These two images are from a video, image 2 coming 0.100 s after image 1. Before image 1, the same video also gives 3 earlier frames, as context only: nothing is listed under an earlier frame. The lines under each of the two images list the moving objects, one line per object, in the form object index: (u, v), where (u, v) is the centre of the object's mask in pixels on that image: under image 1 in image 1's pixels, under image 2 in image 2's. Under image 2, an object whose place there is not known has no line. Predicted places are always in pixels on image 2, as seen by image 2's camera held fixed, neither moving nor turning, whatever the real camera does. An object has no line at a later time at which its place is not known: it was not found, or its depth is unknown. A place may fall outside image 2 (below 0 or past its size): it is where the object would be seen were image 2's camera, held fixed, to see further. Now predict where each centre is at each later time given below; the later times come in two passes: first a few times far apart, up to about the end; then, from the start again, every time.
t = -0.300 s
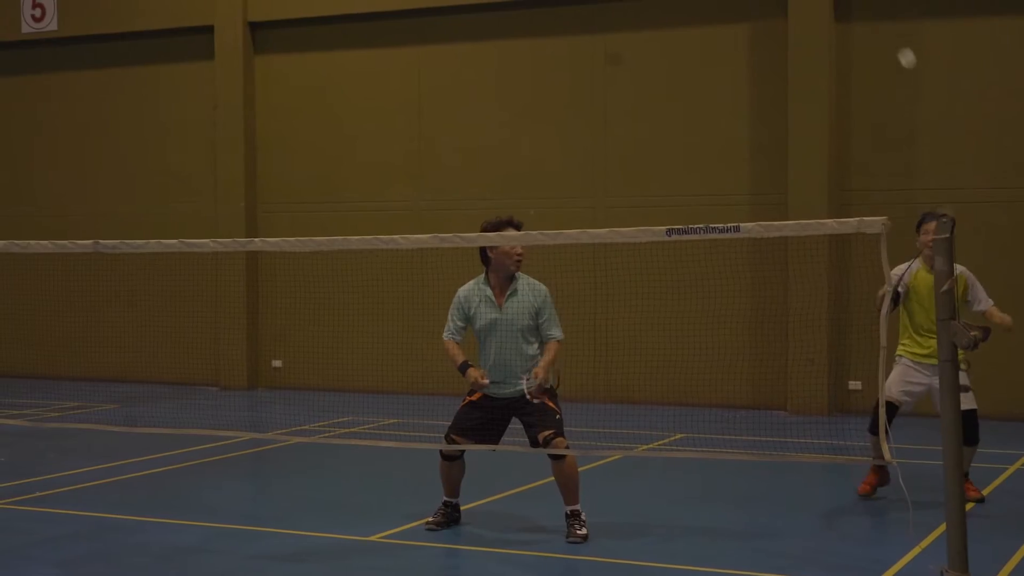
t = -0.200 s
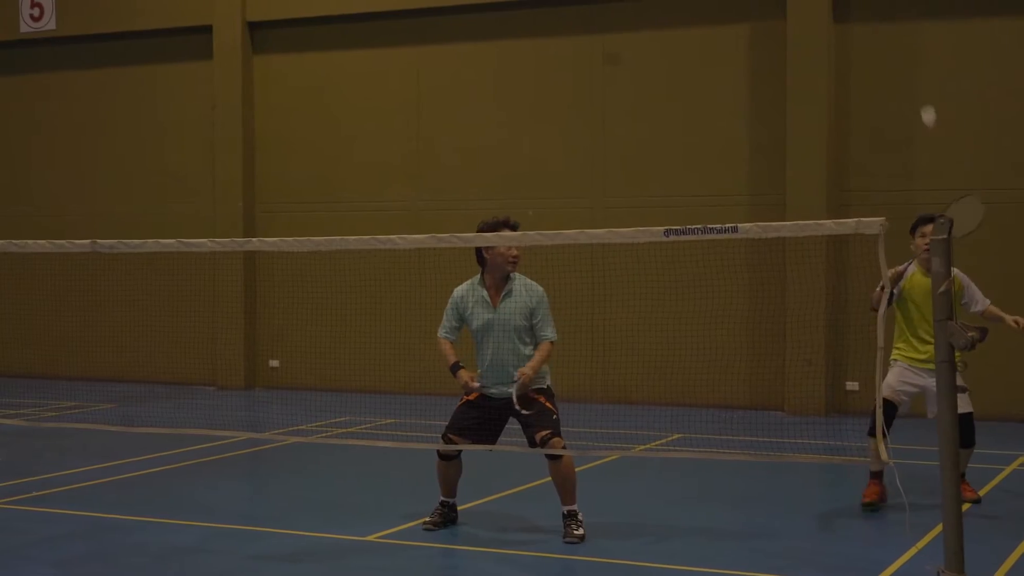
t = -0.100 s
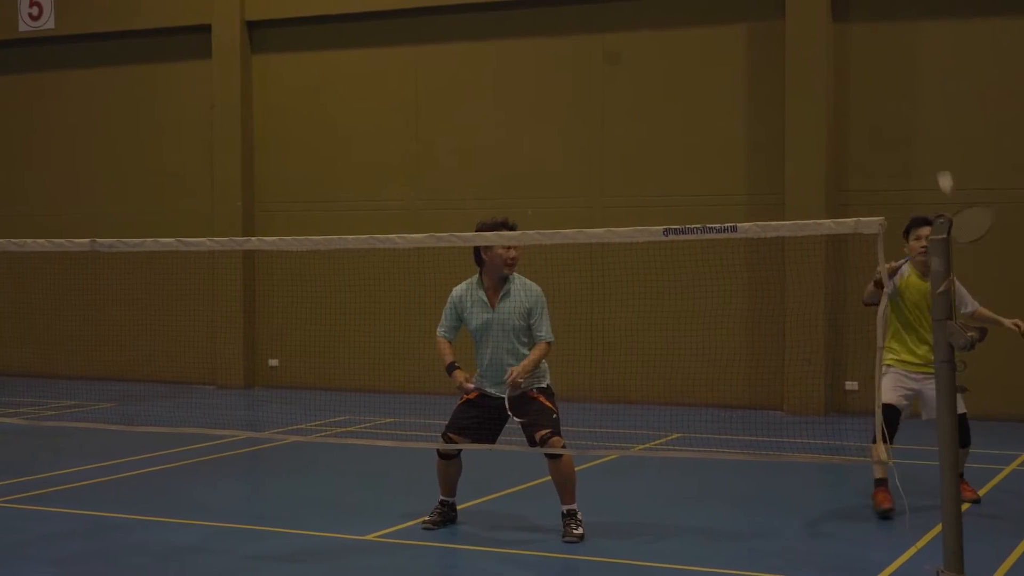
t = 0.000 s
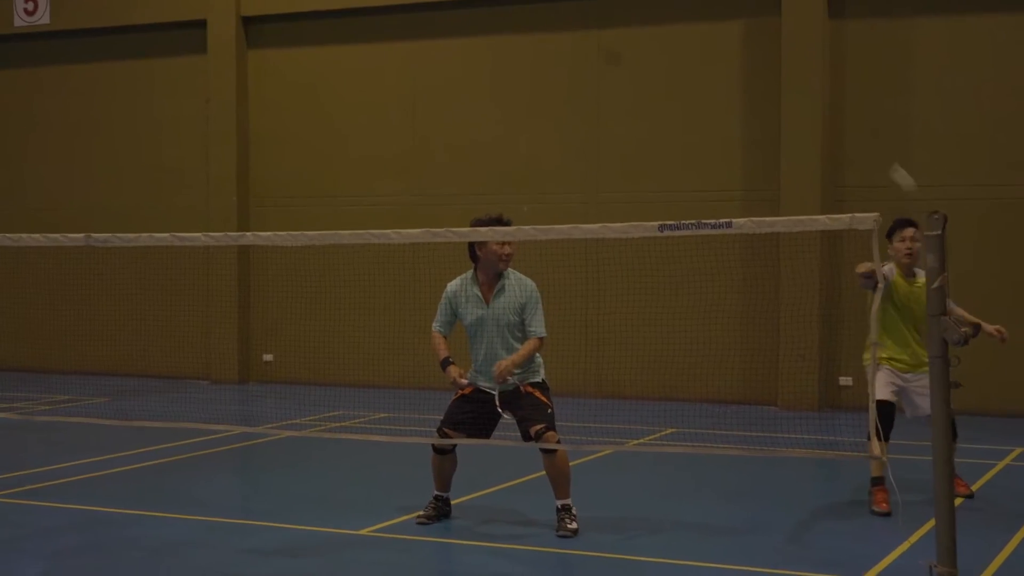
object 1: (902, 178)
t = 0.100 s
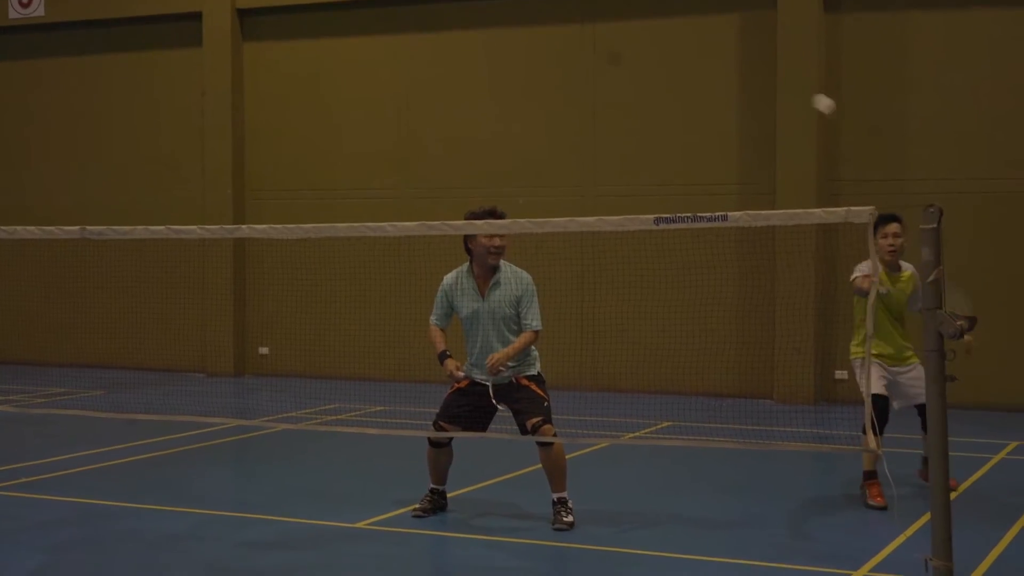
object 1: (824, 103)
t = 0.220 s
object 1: (743, 86)
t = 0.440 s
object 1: (583, 123)
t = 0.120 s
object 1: (812, 99)
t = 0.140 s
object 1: (799, 97)
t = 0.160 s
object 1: (785, 95)
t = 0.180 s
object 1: (772, 92)
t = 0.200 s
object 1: (758, 89)
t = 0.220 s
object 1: (743, 86)
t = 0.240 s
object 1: (728, 83)
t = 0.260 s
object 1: (714, 81)
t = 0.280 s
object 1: (699, 81)
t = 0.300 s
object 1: (684, 82)
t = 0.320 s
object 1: (670, 84)
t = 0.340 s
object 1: (655, 88)
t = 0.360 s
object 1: (641, 92)
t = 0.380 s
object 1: (627, 99)
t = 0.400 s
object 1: (612, 106)
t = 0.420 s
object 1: (598, 114)
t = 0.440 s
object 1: (583, 123)
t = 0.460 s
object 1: (568, 134)
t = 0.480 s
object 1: (554, 146)
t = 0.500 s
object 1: (539, 160)
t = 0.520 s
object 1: (525, 174)
